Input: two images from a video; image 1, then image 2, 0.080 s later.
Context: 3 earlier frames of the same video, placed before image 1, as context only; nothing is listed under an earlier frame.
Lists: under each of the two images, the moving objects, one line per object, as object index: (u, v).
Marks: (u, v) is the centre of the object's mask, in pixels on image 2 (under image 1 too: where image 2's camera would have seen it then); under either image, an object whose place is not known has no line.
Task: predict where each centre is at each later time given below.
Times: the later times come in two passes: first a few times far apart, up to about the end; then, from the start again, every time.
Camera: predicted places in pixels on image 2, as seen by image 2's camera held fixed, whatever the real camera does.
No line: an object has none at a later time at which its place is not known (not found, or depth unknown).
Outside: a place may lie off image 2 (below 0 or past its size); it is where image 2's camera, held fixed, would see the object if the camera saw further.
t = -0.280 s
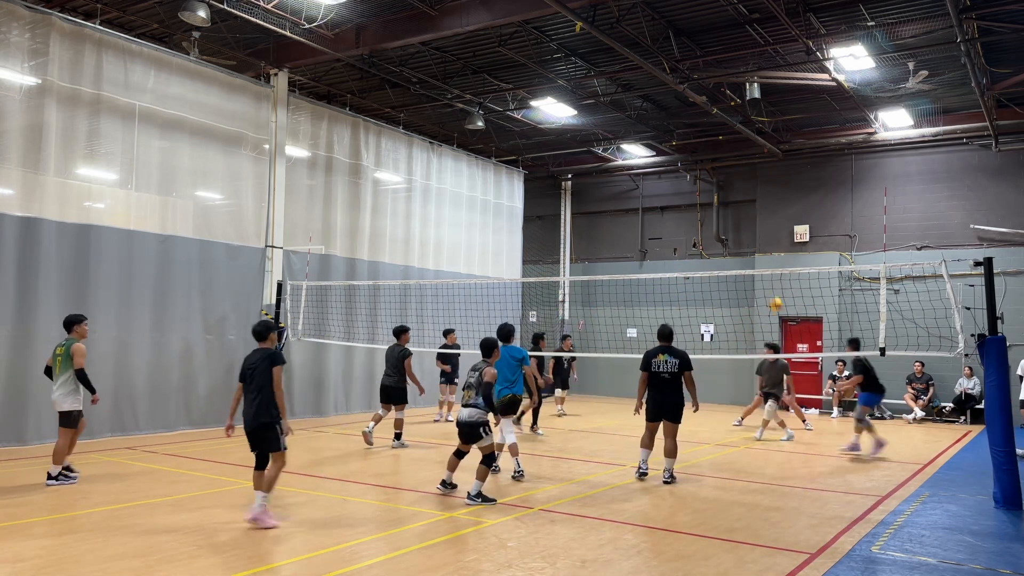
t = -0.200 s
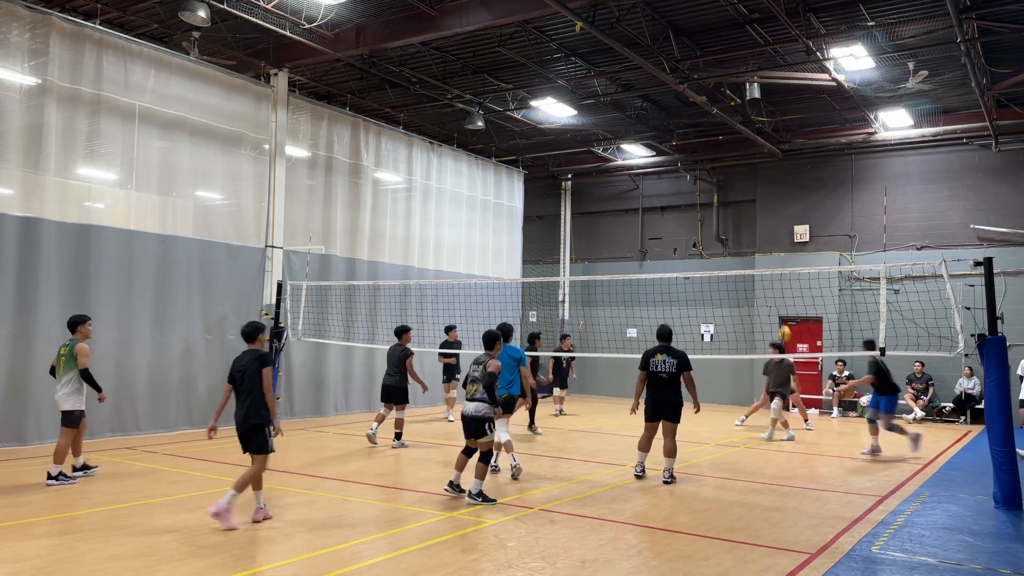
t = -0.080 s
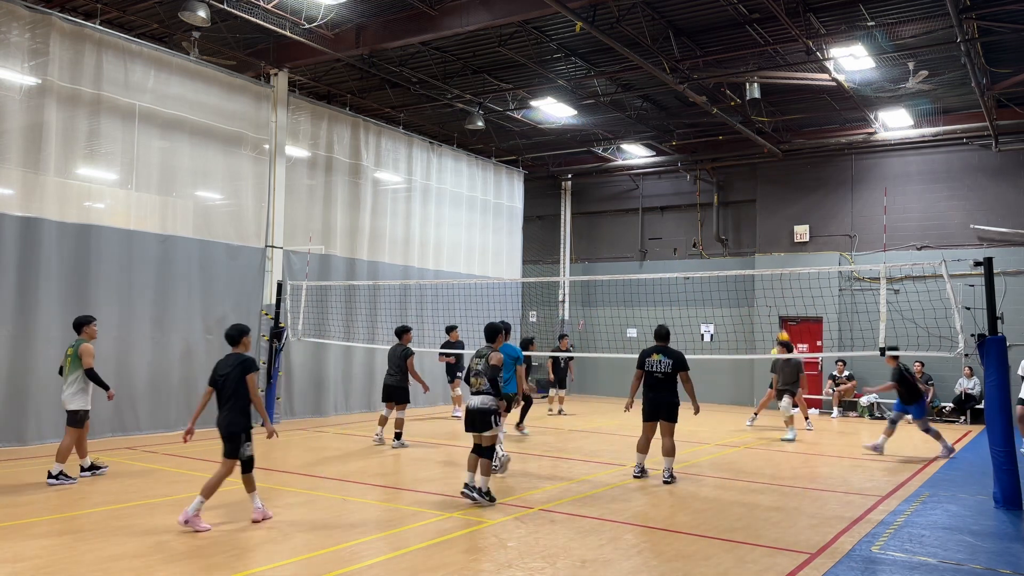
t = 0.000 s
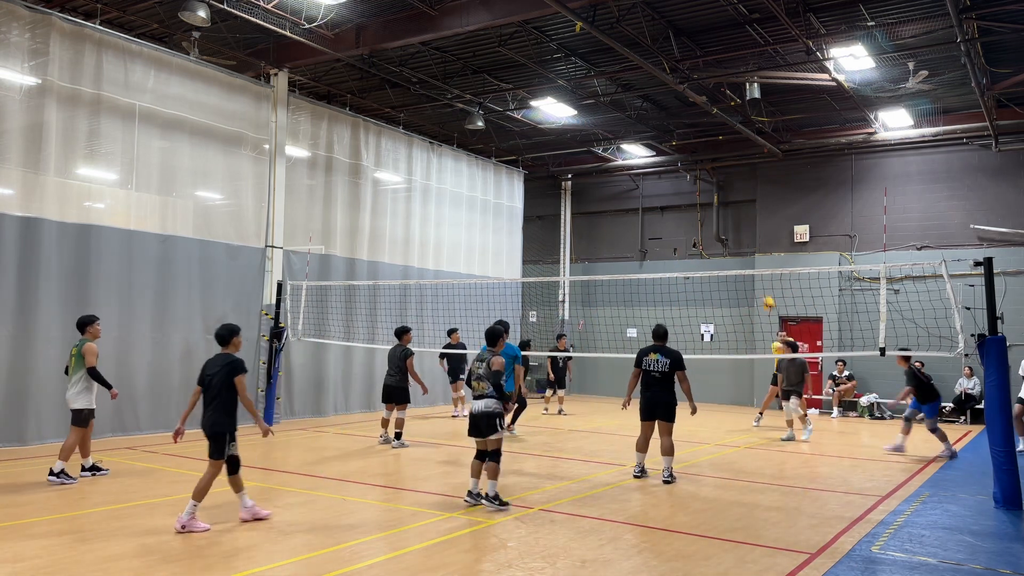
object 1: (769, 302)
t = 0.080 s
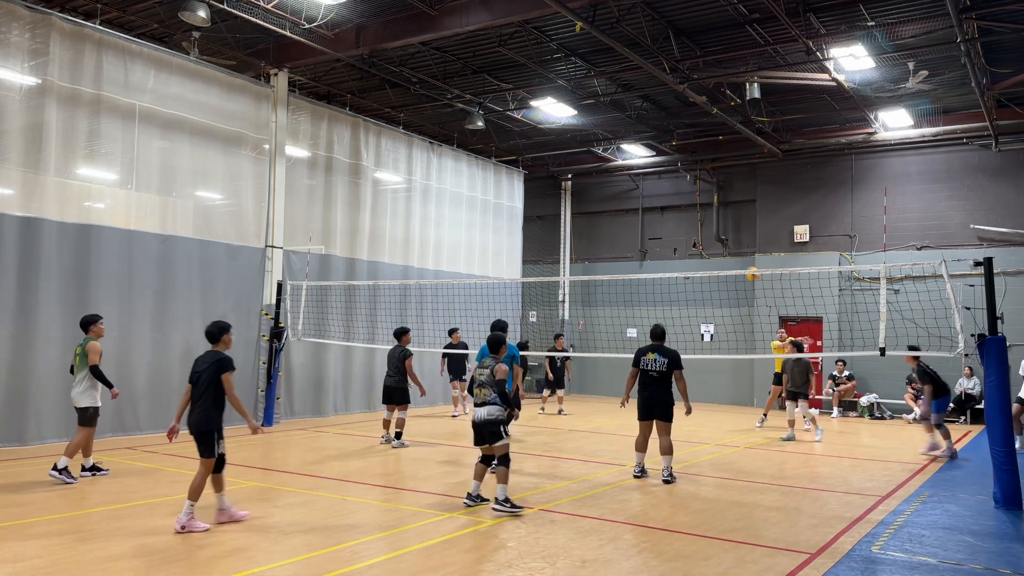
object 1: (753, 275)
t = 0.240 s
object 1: (723, 228)
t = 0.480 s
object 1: (677, 187)
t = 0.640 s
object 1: (645, 179)
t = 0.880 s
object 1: (598, 197)
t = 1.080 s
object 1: (557, 241)
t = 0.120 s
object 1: (745, 261)
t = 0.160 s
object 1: (738, 249)
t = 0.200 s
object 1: (730, 237)
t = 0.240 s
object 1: (723, 228)
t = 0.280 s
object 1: (715, 218)
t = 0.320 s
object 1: (707, 210)
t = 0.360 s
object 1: (700, 203)
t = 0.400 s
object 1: (692, 197)
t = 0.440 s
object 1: (684, 191)
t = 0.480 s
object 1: (677, 187)
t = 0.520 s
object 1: (669, 183)
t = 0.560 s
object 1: (661, 180)
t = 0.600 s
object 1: (654, 179)
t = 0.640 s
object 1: (645, 179)
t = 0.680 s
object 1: (638, 180)
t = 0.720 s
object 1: (630, 181)
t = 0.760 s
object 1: (622, 184)
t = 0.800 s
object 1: (614, 187)
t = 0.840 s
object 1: (606, 192)
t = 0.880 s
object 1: (598, 197)
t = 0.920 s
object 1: (590, 204)
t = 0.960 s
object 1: (582, 212)
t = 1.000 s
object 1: (574, 220)
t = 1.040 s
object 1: (566, 230)
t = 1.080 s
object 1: (557, 241)
